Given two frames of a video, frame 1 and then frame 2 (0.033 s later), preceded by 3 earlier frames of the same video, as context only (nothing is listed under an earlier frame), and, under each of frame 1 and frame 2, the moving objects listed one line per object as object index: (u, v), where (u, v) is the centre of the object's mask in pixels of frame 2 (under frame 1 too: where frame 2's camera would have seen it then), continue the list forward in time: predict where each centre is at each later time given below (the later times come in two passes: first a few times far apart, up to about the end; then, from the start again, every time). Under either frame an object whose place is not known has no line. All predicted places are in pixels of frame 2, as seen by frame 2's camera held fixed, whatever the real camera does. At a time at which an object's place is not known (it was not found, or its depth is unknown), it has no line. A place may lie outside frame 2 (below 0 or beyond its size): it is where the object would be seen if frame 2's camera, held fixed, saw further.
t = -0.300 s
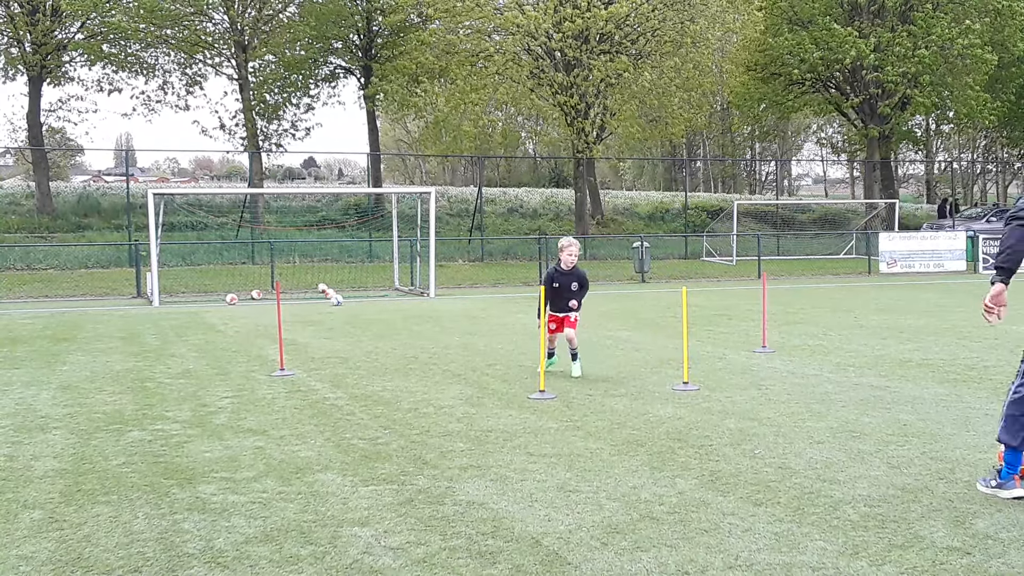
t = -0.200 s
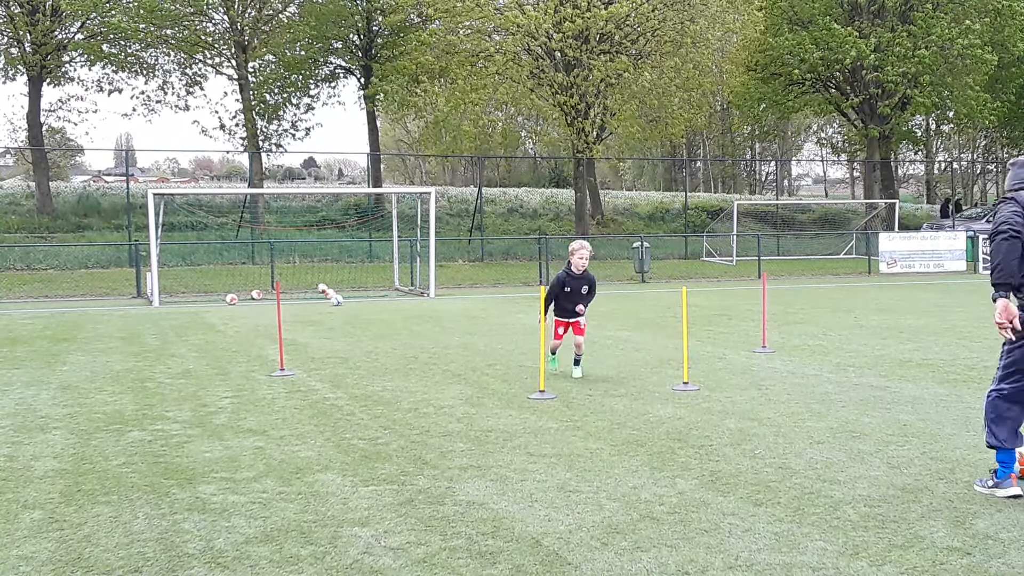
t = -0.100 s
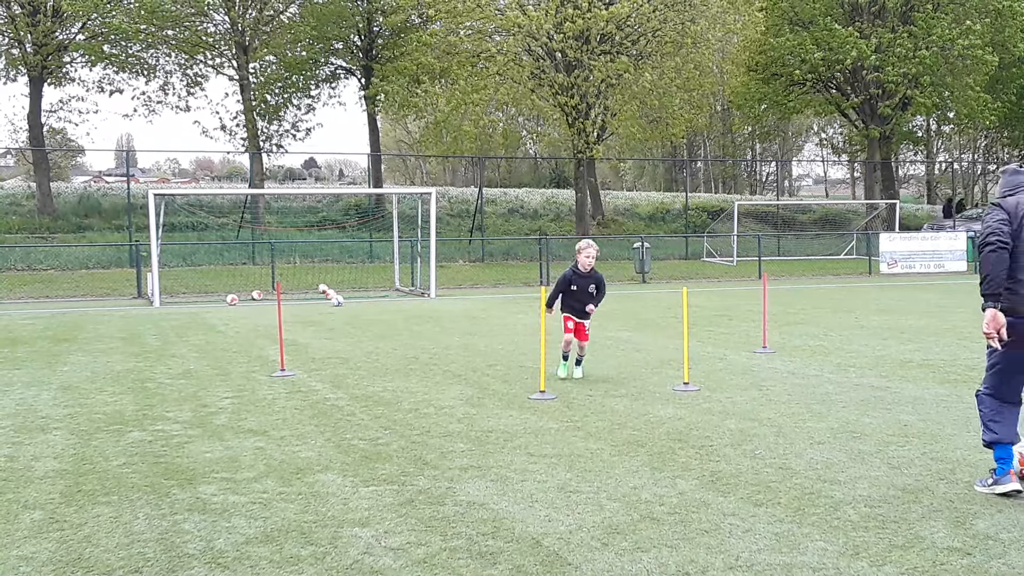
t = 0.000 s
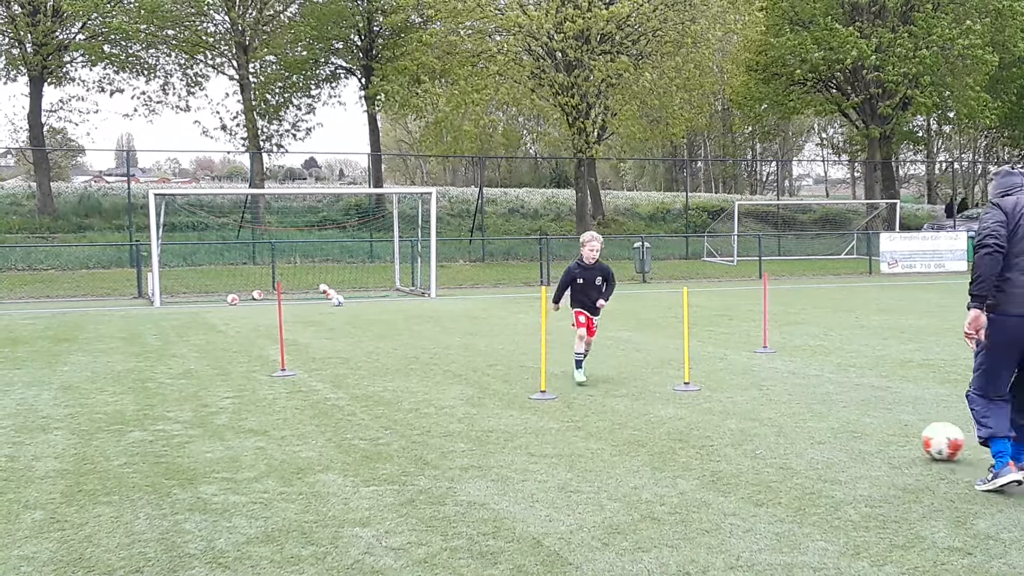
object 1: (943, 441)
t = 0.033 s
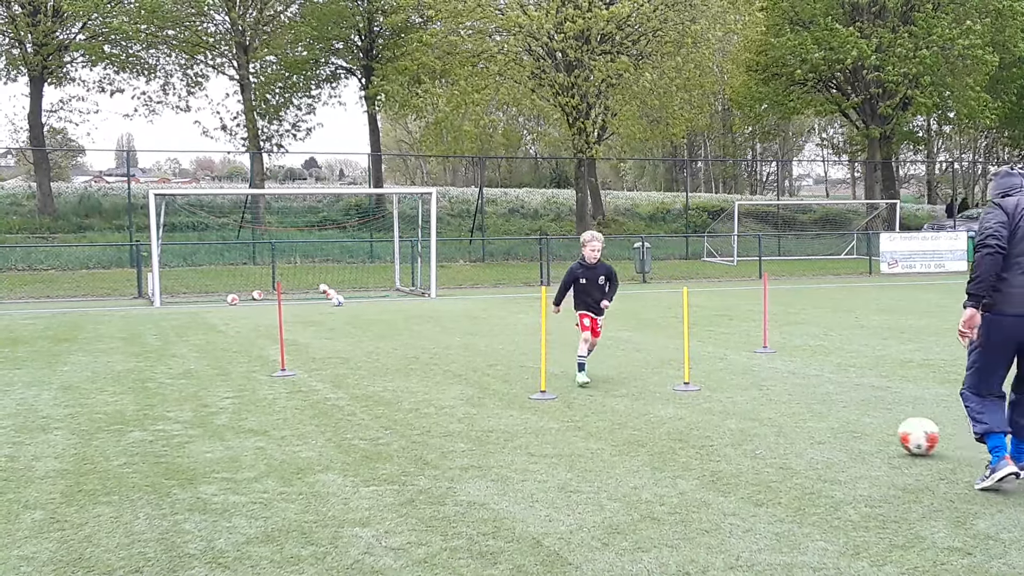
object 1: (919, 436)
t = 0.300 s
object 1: (774, 408)
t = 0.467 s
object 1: (715, 397)
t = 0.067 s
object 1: (896, 432)
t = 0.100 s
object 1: (875, 428)
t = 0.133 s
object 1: (855, 425)
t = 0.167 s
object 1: (836, 421)
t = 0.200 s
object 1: (819, 418)
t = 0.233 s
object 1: (803, 415)
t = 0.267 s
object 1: (788, 411)
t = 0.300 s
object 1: (774, 408)
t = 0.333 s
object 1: (760, 406)
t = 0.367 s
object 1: (748, 403)
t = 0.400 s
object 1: (736, 401)
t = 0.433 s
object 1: (725, 399)
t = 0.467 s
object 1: (715, 397)
